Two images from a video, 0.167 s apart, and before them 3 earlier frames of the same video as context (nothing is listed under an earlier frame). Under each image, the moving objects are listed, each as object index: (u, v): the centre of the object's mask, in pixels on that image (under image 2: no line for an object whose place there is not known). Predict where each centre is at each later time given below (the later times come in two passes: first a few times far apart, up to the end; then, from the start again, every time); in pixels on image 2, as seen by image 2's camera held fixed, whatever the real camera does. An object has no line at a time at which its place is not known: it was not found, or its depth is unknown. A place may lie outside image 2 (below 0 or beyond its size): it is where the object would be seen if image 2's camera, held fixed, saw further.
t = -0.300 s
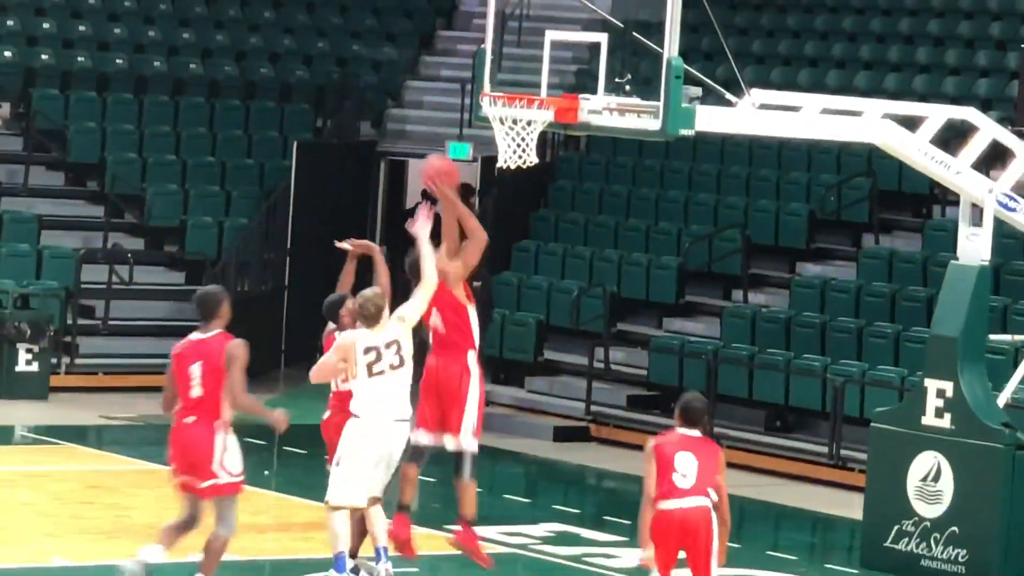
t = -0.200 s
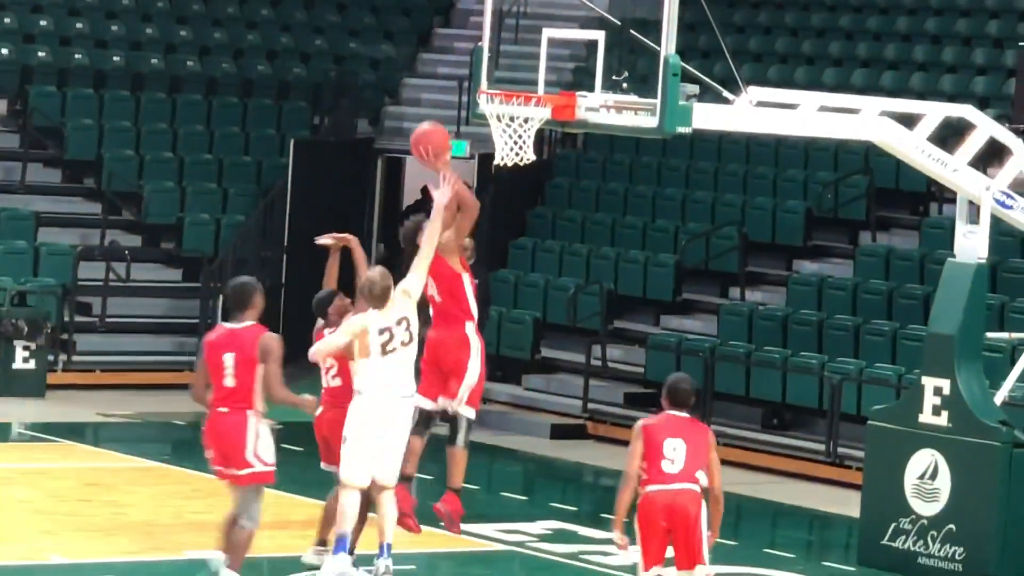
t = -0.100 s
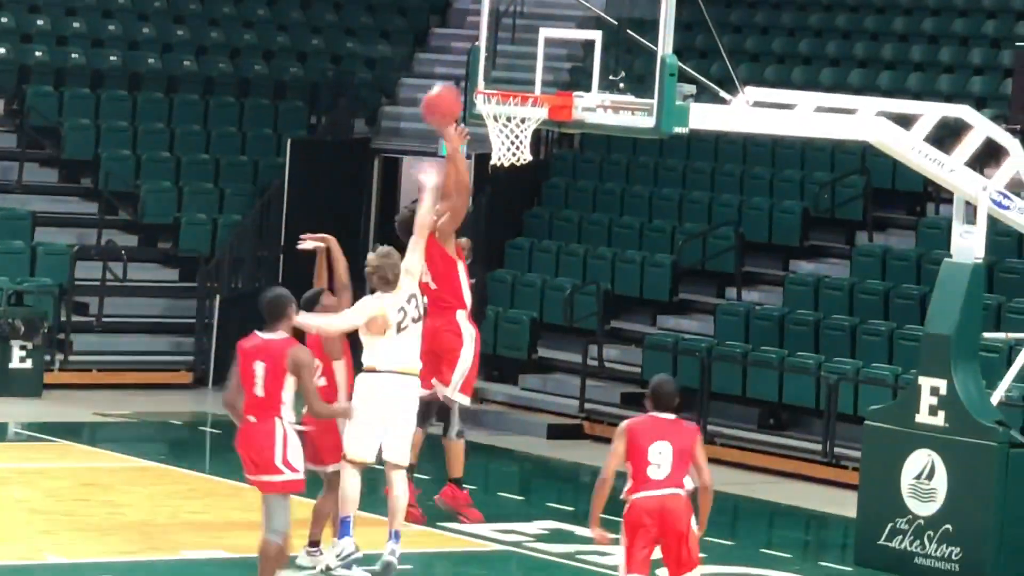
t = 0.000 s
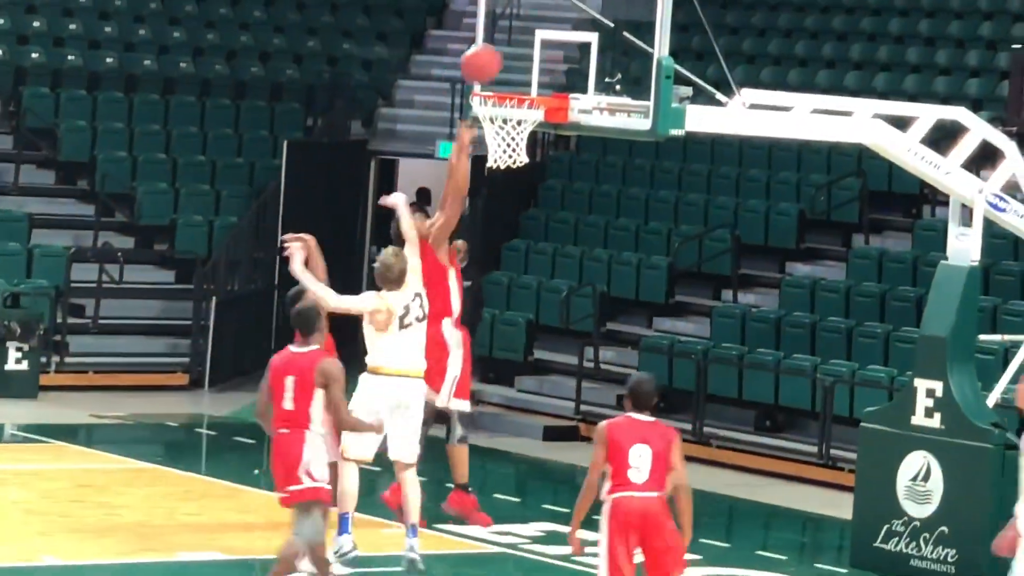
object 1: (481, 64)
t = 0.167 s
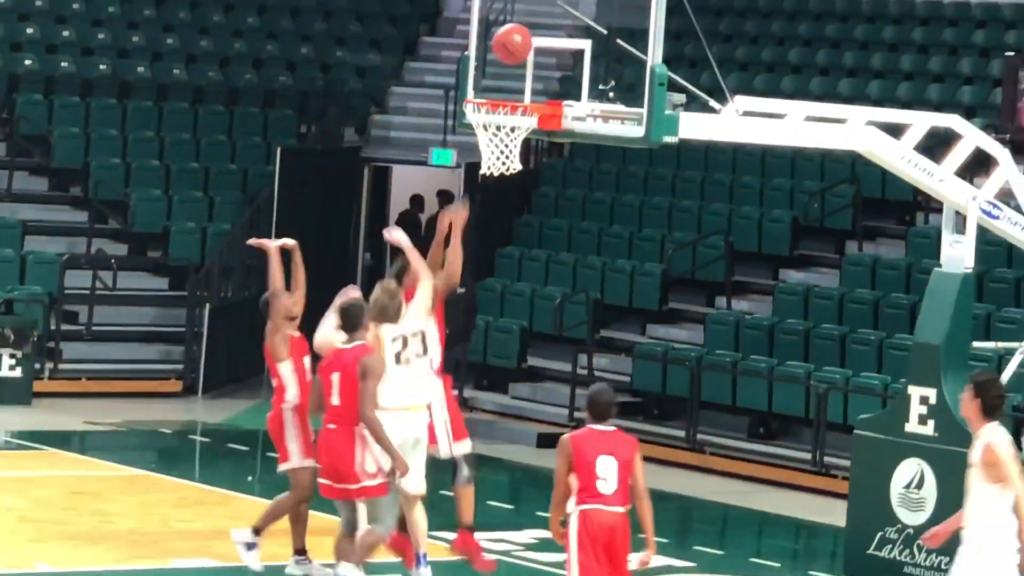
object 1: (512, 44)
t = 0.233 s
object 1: (509, 49)
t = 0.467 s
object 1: (504, 79)
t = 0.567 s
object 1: (506, 79)
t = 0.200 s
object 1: (511, 45)
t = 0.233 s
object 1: (509, 49)
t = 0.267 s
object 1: (508, 54)
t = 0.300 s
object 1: (506, 60)
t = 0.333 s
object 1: (505, 70)
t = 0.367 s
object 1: (503, 80)
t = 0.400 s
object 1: (501, 85)
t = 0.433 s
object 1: (503, 83)
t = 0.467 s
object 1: (504, 79)
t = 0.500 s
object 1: (504, 78)
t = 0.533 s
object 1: (505, 77)
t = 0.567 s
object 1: (506, 79)
